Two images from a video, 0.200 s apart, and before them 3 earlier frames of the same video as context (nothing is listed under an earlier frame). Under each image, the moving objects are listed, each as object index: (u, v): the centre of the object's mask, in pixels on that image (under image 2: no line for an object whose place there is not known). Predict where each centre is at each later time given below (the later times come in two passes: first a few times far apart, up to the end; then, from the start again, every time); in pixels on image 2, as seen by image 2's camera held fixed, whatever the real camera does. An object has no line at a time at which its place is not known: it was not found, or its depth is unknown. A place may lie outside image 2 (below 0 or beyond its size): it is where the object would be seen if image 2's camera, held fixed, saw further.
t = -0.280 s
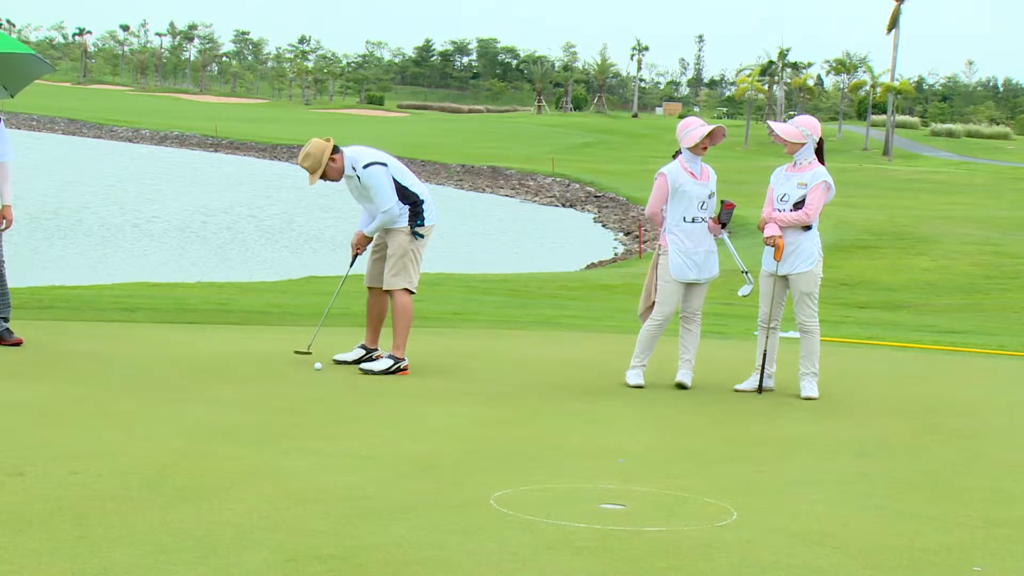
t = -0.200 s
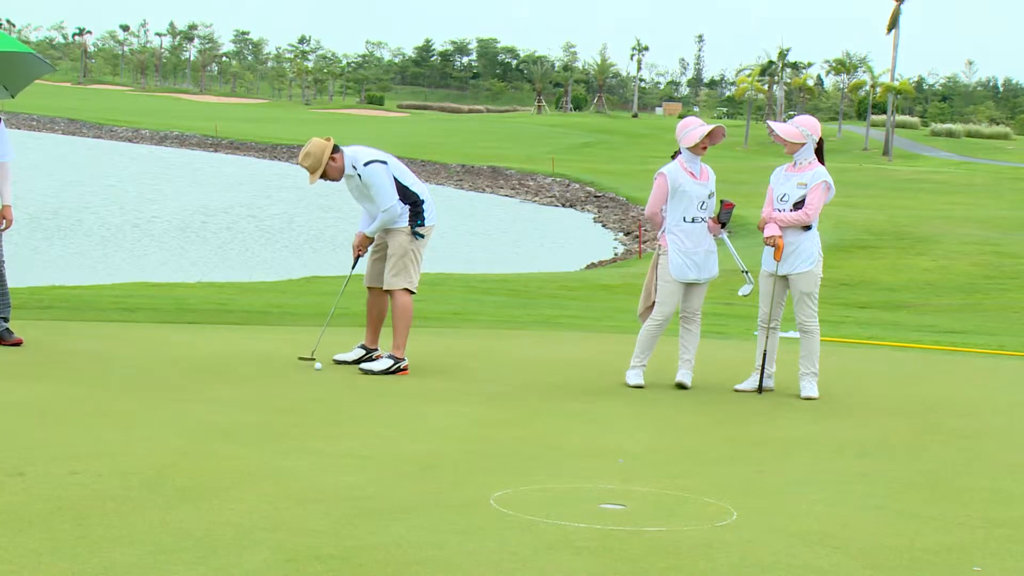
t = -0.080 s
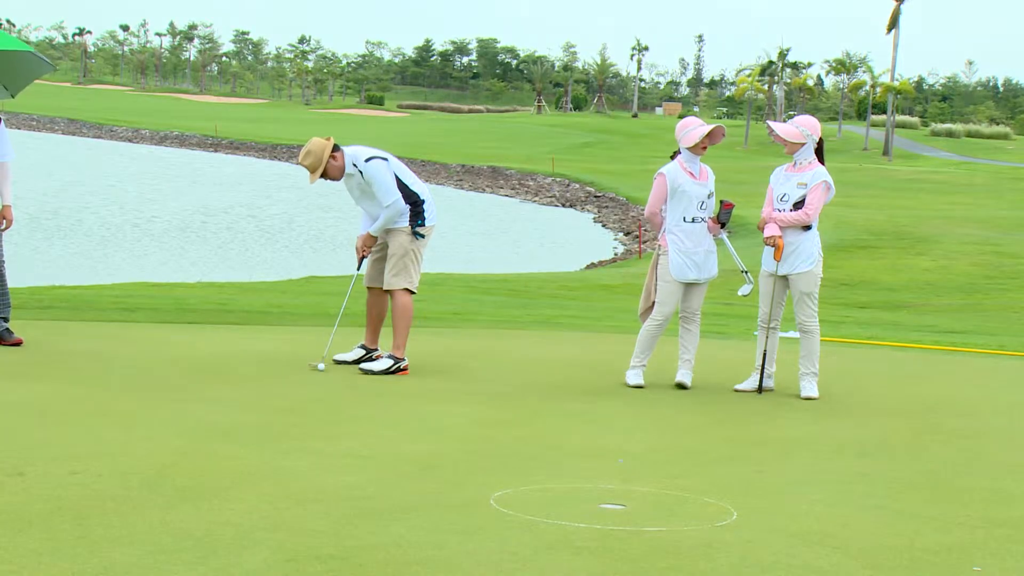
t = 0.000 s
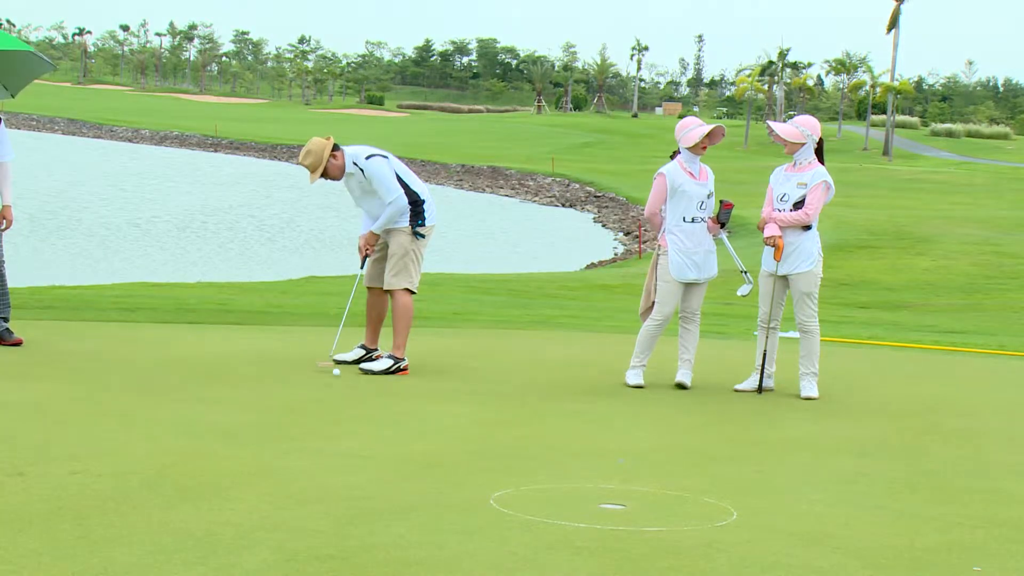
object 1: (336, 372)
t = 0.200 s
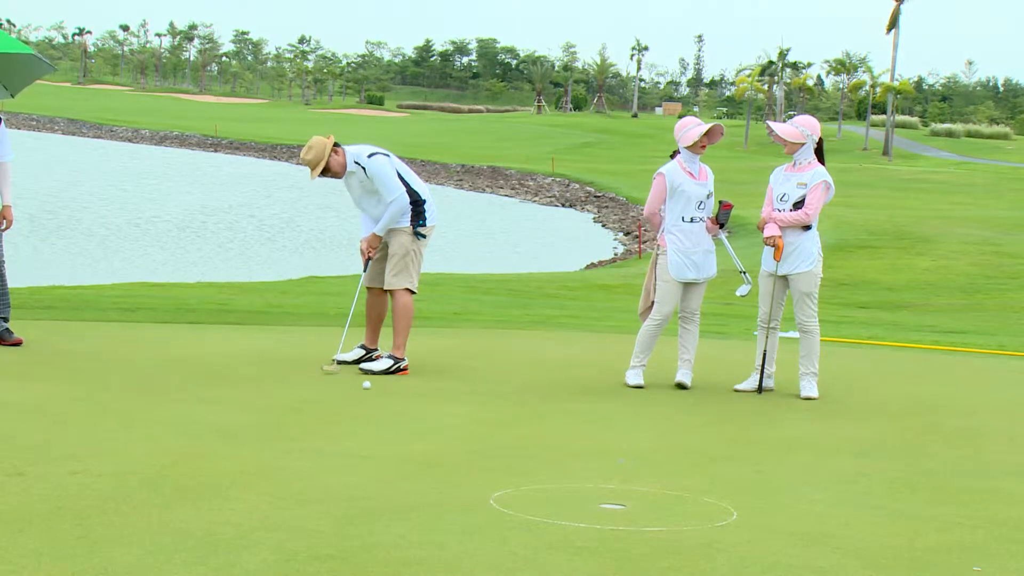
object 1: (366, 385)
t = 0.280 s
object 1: (377, 389)
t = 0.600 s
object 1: (417, 406)
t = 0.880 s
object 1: (449, 421)
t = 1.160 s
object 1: (478, 435)
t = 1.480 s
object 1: (507, 450)
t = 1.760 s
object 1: (527, 462)
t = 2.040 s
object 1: (542, 473)
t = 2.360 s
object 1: (552, 483)
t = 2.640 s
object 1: (558, 489)
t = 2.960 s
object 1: (559, 493)
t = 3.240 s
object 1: (557, 494)
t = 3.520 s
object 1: (557, 494)
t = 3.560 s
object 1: (557, 494)
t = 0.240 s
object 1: (371, 387)
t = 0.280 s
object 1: (377, 389)
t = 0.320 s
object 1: (382, 392)
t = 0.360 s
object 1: (387, 394)
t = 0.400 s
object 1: (392, 396)
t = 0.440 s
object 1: (397, 398)
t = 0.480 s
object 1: (402, 400)
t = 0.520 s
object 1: (407, 402)
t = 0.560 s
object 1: (412, 404)
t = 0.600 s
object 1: (417, 406)
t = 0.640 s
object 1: (422, 409)
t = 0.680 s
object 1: (426, 411)
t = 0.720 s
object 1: (431, 413)
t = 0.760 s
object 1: (435, 415)
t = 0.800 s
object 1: (440, 417)
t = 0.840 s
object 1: (444, 419)
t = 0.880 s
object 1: (449, 421)
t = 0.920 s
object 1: (453, 423)
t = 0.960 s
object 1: (458, 425)
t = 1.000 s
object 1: (462, 427)
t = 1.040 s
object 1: (466, 429)
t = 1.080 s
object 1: (471, 431)
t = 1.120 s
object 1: (474, 433)
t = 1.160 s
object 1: (478, 435)
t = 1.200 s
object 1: (482, 437)
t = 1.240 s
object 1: (486, 439)
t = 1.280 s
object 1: (490, 441)
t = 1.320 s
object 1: (493, 443)
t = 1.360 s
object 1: (497, 445)
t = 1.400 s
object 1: (500, 446)
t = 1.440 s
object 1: (504, 448)
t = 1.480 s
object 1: (507, 450)
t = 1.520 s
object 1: (510, 452)
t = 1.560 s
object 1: (513, 454)
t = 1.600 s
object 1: (516, 455)
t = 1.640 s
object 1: (519, 457)
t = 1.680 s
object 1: (522, 458)
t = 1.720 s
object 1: (525, 460)
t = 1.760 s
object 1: (527, 462)
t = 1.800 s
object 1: (530, 463)
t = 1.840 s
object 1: (532, 465)
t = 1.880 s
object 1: (534, 467)
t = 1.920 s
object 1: (536, 468)
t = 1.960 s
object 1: (538, 470)
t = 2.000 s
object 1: (540, 471)
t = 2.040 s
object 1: (542, 473)
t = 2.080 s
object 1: (543, 474)
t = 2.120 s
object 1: (544, 475)
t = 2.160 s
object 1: (546, 477)
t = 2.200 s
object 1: (547, 478)
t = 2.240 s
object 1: (549, 479)
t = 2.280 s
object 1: (550, 480)
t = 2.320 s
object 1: (551, 481)
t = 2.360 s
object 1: (552, 483)
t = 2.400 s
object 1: (553, 484)
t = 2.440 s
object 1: (554, 485)
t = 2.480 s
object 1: (555, 486)
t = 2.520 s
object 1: (556, 486)
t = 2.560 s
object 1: (557, 487)
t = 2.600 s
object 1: (558, 488)
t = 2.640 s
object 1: (558, 489)
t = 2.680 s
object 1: (559, 489)
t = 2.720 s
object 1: (559, 490)
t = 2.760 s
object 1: (559, 491)
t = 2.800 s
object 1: (559, 492)
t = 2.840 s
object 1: (559, 492)
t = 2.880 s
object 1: (559, 493)
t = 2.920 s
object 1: (559, 493)
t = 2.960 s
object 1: (559, 493)
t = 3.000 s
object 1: (559, 494)
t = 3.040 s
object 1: (559, 494)
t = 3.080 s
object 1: (559, 494)
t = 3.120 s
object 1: (558, 494)
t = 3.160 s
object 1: (558, 494)
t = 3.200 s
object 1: (557, 494)
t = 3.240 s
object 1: (557, 494)
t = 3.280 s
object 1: (557, 495)
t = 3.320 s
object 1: (557, 495)
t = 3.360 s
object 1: (557, 495)
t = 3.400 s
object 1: (557, 495)
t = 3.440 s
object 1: (557, 495)
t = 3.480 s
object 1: (557, 495)
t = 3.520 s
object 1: (557, 494)
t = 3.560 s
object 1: (557, 494)
